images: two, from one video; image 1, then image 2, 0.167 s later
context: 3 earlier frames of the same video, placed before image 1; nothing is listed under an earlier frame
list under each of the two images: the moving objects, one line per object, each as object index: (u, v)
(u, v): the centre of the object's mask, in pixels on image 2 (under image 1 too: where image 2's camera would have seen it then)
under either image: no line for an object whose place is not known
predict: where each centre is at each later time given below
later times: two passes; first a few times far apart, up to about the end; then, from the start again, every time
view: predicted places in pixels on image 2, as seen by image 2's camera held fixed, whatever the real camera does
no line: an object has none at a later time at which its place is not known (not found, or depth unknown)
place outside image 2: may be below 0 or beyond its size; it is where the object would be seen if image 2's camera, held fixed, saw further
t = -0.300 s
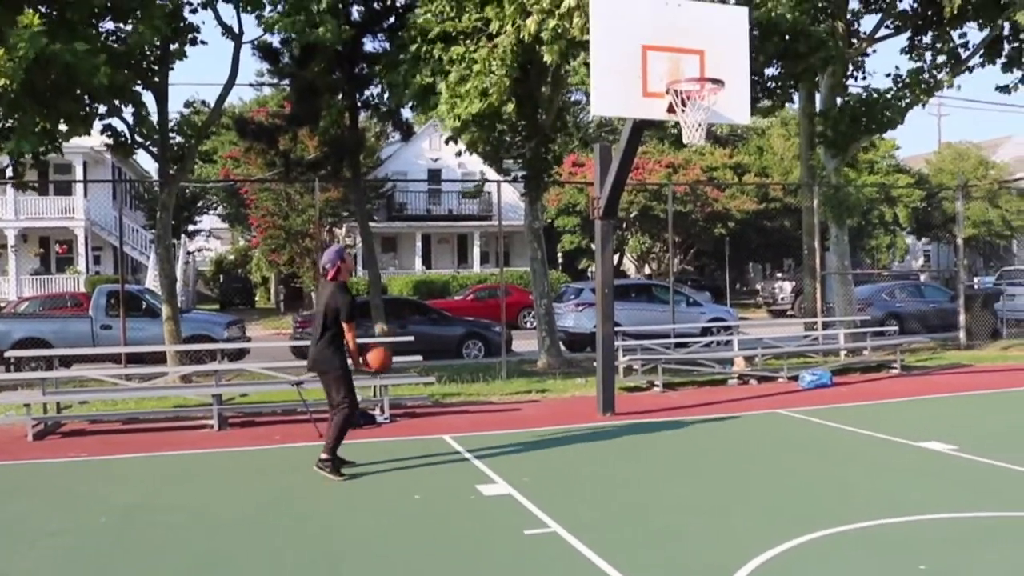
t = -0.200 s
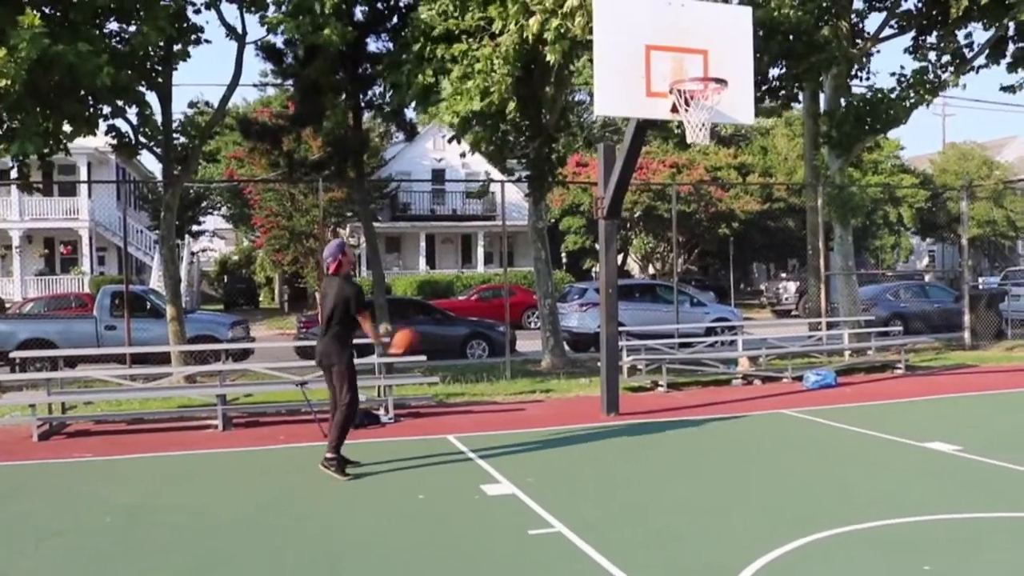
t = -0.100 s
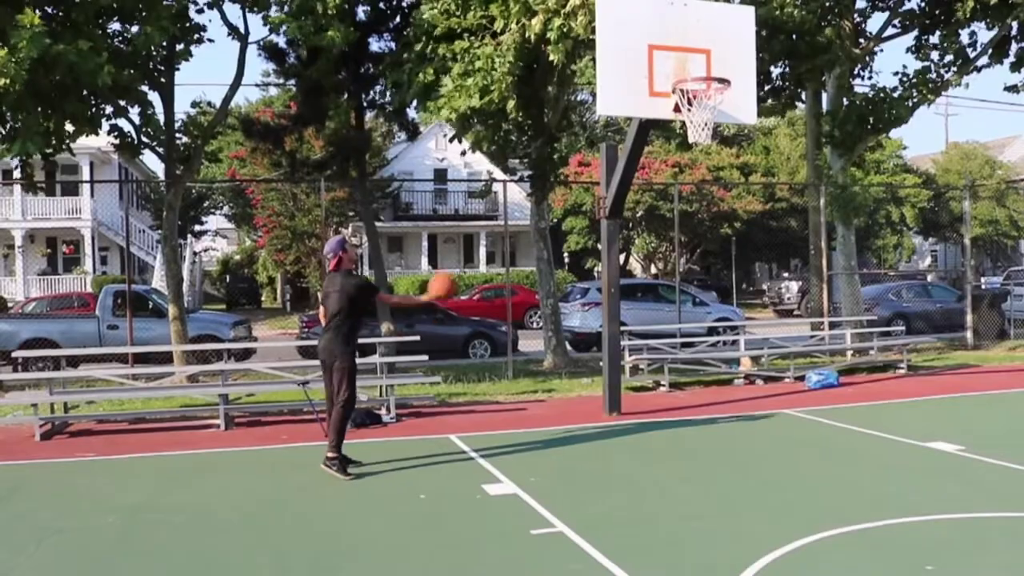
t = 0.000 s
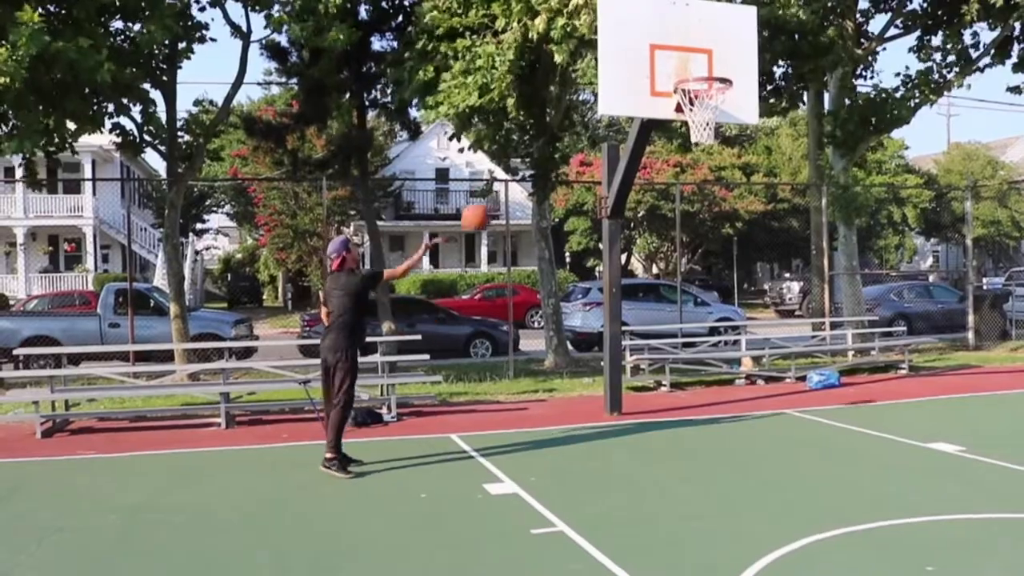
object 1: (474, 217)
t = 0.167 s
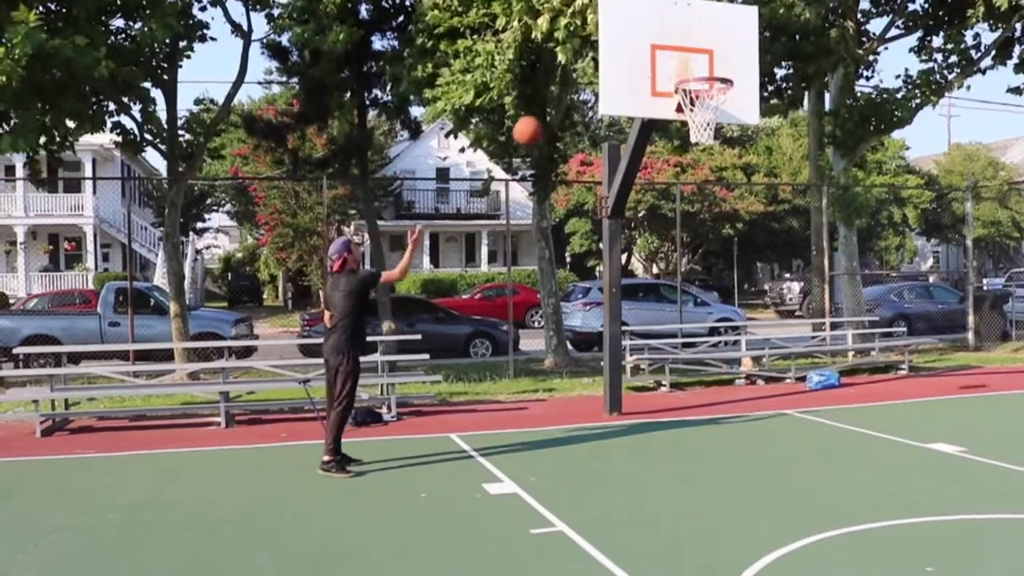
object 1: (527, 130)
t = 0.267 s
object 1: (556, 95)
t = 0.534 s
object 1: (548, 53)
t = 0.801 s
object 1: (481, 87)
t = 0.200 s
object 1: (538, 117)
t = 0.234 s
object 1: (547, 106)
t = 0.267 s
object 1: (556, 95)
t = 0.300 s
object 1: (567, 88)
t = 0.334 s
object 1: (576, 80)
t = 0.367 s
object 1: (586, 76)
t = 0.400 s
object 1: (581, 68)
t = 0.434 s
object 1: (573, 63)
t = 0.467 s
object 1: (565, 58)
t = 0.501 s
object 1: (556, 55)
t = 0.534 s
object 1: (548, 53)
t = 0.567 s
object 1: (540, 53)
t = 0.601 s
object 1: (532, 53)
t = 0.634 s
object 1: (522, 55)
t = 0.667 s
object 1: (514, 58)
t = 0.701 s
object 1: (506, 64)
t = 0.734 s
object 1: (497, 70)
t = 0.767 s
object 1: (488, 77)
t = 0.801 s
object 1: (481, 87)
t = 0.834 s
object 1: (472, 96)
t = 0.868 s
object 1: (462, 107)
